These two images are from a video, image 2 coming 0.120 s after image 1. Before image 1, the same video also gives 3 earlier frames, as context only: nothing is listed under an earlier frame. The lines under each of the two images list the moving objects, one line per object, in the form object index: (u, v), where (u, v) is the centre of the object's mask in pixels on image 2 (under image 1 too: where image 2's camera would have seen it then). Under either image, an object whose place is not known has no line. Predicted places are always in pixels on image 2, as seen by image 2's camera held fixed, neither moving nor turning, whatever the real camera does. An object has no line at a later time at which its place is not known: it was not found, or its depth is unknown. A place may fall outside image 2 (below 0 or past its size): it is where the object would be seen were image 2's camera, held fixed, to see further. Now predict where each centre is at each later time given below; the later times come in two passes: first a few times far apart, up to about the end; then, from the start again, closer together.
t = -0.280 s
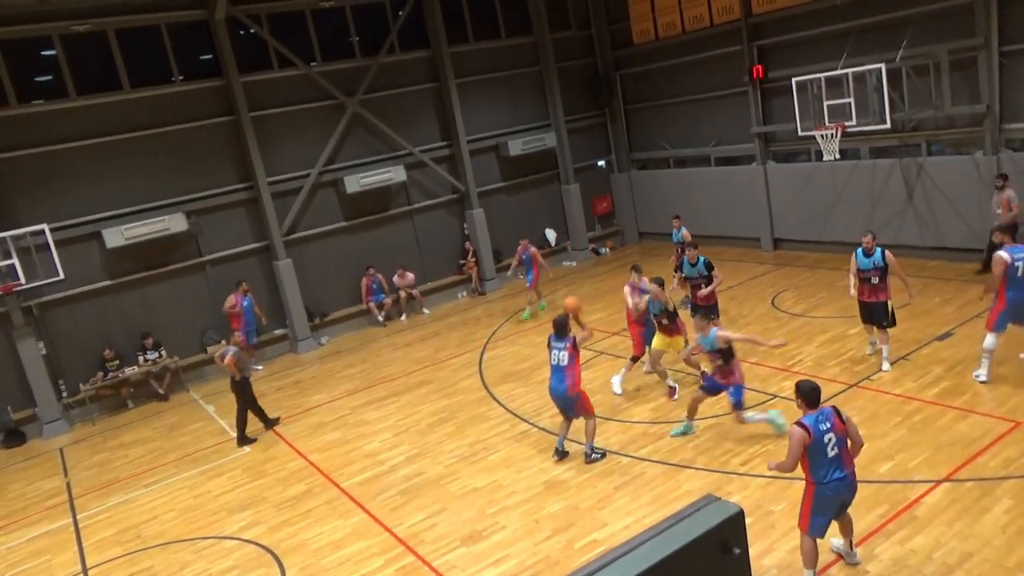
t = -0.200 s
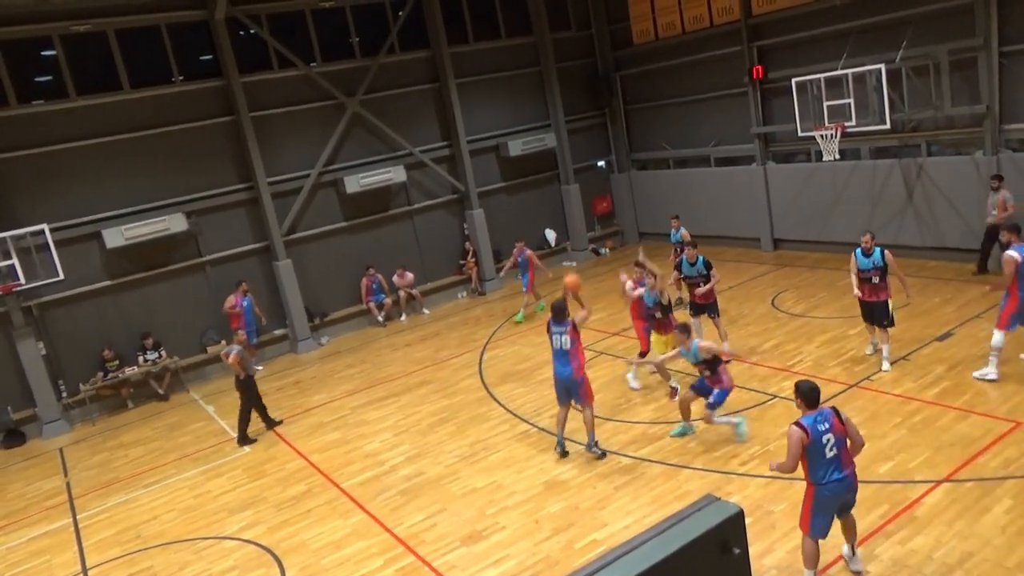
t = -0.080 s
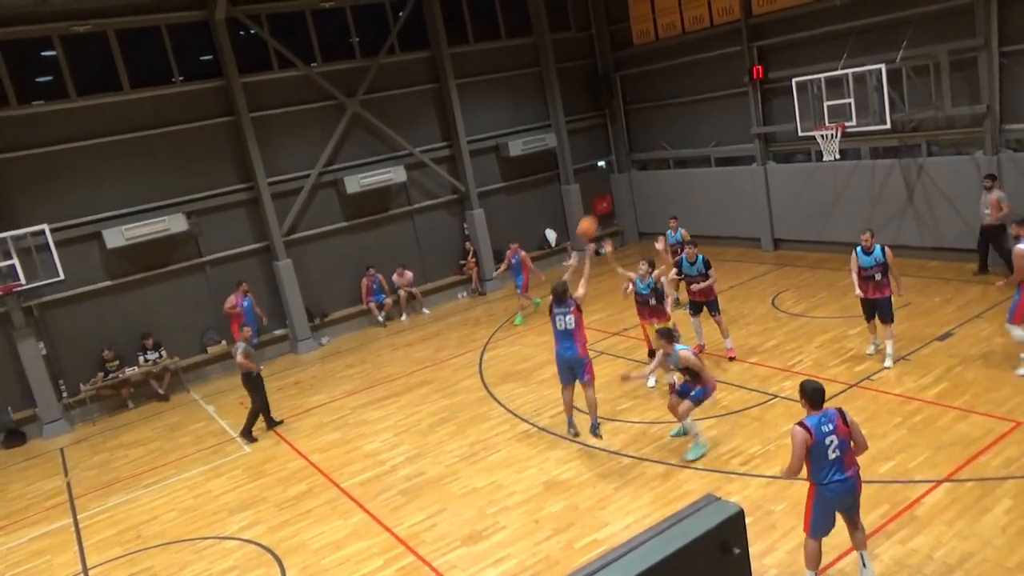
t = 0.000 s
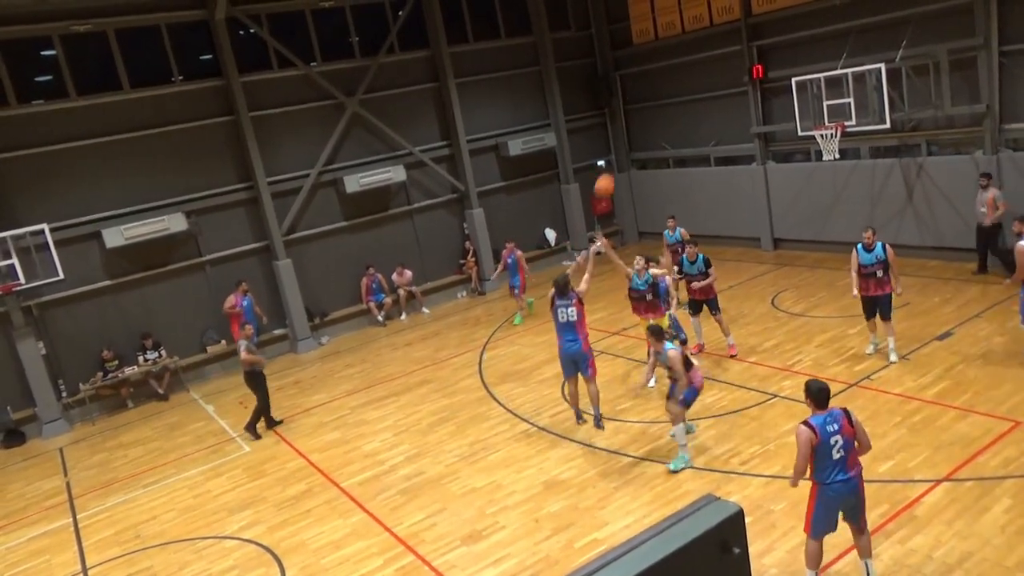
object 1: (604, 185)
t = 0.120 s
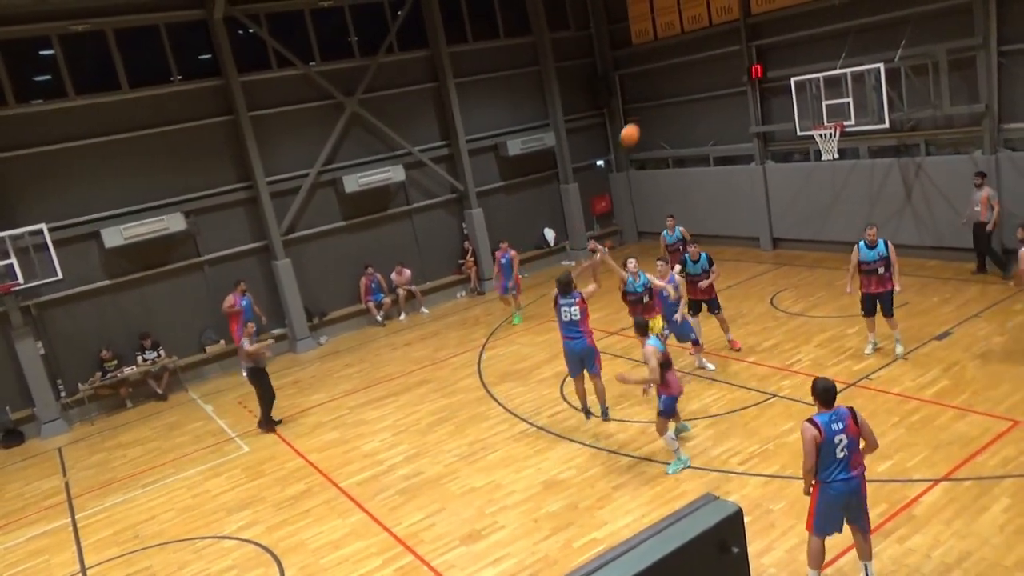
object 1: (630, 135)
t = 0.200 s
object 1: (647, 108)
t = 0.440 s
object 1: (698, 60)
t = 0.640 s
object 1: (739, 54)
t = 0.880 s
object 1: (785, 77)
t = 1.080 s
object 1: (820, 120)
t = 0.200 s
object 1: (647, 108)
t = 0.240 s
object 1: (655, 97)
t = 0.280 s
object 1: (664, 87)
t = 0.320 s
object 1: (673, 79)
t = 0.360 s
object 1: (681, 71)
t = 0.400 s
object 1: (690, 65)
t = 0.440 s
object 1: (698, 60)
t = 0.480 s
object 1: (707, 57)
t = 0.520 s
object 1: (715, 55)
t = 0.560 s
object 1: (723, 53)
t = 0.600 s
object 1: (731, 53)
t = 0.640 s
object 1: (739, 54)
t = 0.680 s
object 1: (747, 56)
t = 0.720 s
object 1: (755, 58)
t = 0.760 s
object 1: (764, 61)
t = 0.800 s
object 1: (771, 66)
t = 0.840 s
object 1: (778, 72)
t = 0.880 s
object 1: (785, 77)
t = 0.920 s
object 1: (794, 85)
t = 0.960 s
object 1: (800, 93)
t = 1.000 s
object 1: (807, 101)
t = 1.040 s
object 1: (813, 110)
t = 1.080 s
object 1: (820, 120)
